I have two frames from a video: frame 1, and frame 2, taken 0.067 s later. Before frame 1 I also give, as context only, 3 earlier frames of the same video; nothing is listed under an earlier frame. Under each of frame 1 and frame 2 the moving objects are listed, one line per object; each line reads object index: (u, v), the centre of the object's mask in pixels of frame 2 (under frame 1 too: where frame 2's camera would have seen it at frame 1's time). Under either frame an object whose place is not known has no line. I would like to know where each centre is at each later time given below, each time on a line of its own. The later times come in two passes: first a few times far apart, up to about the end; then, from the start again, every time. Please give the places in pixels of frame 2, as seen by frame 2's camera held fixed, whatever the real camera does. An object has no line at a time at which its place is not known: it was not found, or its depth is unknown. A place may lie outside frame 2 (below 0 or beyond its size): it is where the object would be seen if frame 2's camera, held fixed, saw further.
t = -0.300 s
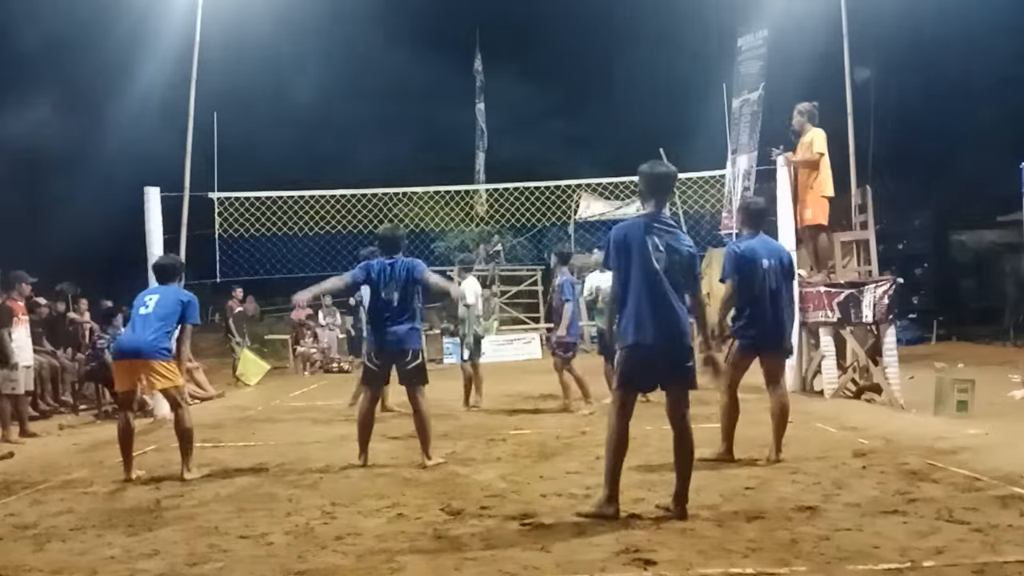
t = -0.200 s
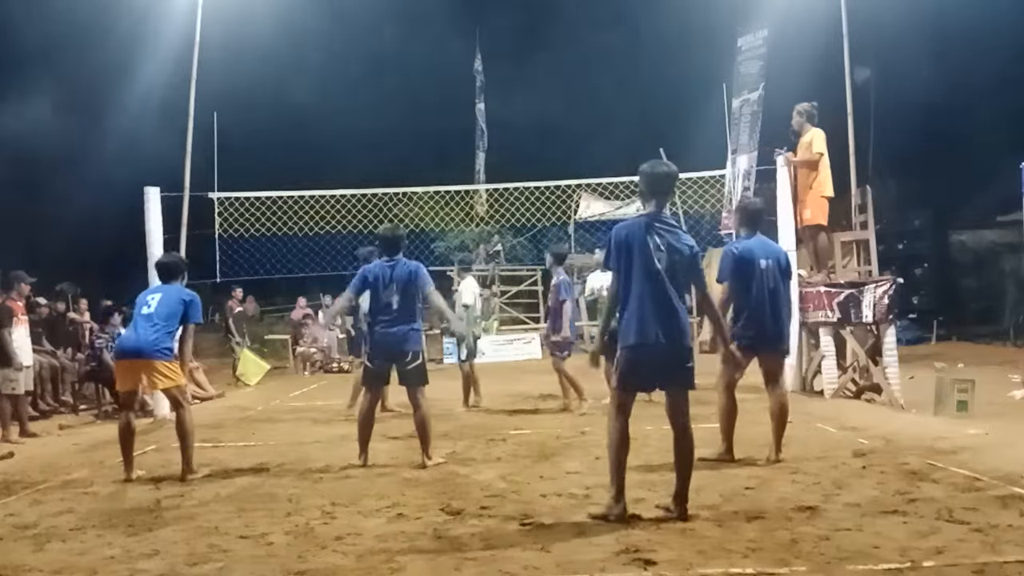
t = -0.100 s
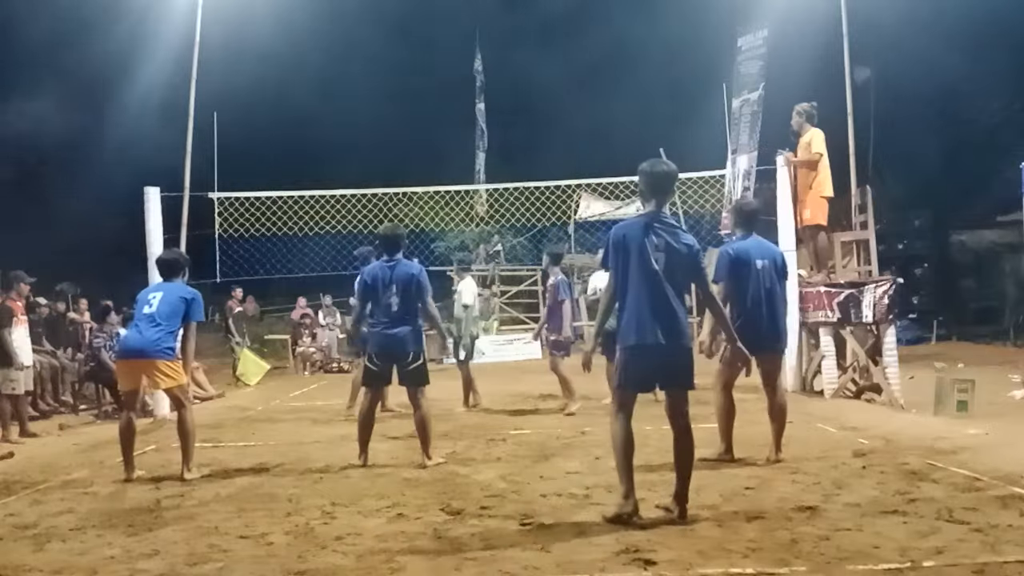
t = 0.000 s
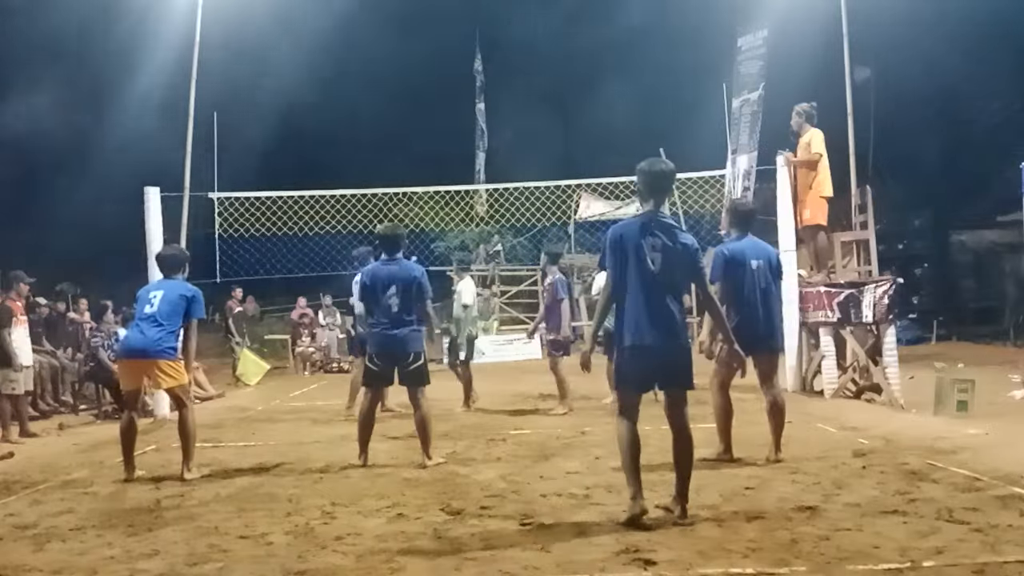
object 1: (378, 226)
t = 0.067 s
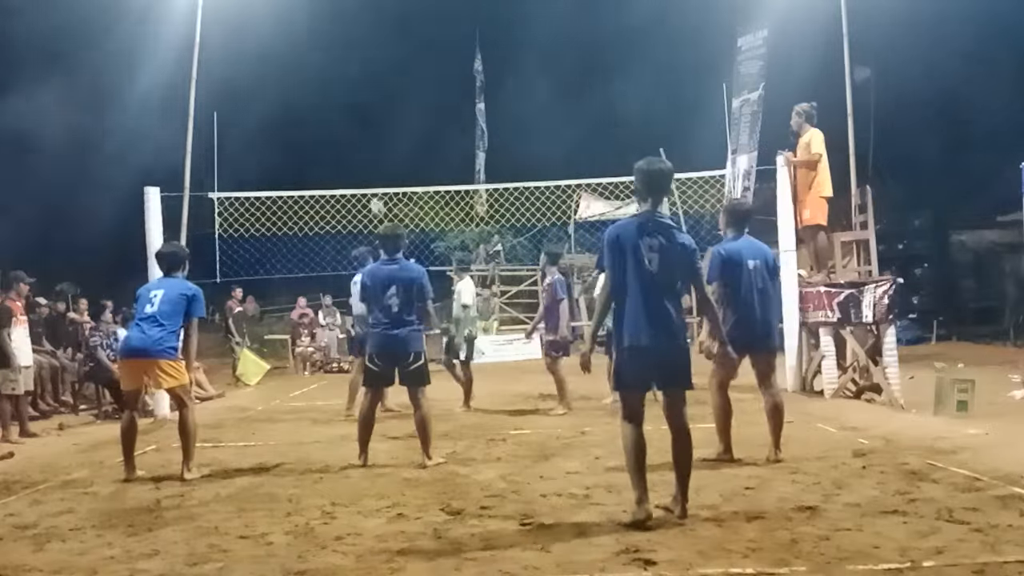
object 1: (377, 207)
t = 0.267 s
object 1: (361, 138)
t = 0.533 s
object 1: (343, 76)
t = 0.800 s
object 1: (327, 80)
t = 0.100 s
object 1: (375, 196)
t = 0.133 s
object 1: (371, 181)
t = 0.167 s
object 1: (369, 171)
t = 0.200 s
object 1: (366, 161)
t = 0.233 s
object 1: (363, 148)
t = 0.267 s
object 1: (361, 138)
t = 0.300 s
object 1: (359, 127)
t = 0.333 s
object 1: (357, 117)
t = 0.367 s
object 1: (355, 108)
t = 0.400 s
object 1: (352, 100)
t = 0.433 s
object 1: (350, 92)
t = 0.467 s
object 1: (348, 87)
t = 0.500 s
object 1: (346, 81)
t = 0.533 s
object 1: (343, 76)
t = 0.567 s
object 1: (342, 73)
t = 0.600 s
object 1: (340, 70)
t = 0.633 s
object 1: (338, 68)
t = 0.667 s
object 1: (336, 68)
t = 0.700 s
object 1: (334, 69)
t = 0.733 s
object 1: (332, 72)
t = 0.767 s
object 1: (329, 76)
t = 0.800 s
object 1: (327, 80)
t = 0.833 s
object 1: (325, 87)
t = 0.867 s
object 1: (323, 95)
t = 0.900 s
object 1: (321, 104)
